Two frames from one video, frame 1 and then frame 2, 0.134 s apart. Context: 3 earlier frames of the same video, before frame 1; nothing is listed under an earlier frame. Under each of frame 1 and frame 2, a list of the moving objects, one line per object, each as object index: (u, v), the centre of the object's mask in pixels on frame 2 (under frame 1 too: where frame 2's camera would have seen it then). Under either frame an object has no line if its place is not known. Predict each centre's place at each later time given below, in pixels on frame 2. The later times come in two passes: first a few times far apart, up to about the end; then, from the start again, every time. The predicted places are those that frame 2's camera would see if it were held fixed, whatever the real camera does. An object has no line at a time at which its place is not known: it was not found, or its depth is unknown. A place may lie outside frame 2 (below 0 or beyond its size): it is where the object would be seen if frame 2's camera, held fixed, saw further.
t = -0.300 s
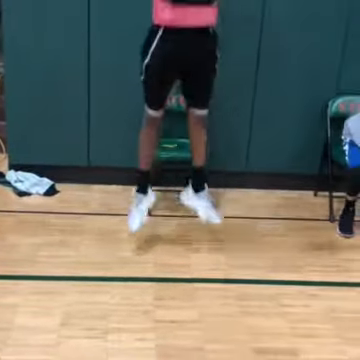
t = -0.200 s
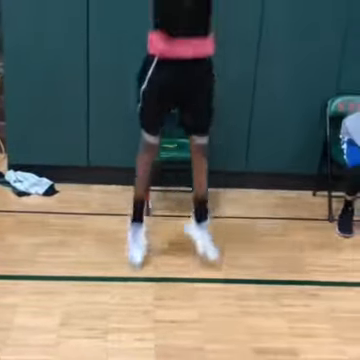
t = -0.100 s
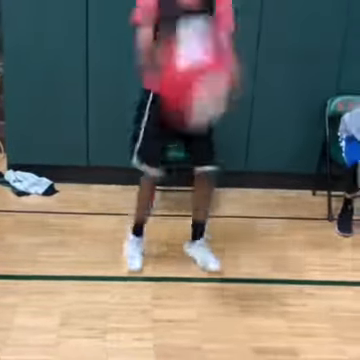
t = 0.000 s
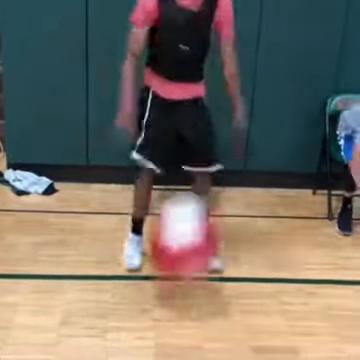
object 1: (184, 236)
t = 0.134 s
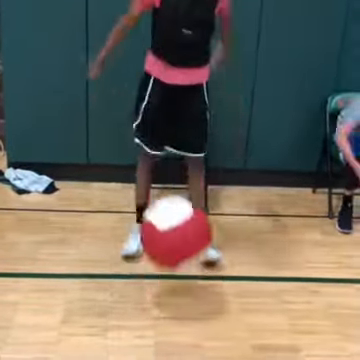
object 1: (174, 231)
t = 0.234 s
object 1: (169, 198)
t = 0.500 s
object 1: (147, 197)
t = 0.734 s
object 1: (123, 286)
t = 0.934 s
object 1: (111, 270)
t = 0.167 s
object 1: (171, 219)
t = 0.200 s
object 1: (170, 208)
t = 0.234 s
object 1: (169, 198)
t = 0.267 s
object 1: (167, 192)
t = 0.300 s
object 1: (164, 187)
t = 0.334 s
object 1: (161, 184)
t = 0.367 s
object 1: (159, 183)
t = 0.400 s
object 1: (156, 183)
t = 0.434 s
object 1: (153, 186)
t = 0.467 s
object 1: (150, 191)
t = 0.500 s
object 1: (147, 197)
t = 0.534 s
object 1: (143, 207)
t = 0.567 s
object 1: (140, 218)
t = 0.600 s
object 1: (137, 230)
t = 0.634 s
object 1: (134, 245)
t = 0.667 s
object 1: (129, 261)
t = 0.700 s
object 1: (125, 280)
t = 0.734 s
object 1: (123, 286)
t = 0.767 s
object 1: (122, 279)
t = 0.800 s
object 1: (120, 274)
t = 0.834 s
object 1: (118, 270)
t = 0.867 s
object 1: (115, 268)
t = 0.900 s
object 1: (113, 268)
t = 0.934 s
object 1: (111, 270)
